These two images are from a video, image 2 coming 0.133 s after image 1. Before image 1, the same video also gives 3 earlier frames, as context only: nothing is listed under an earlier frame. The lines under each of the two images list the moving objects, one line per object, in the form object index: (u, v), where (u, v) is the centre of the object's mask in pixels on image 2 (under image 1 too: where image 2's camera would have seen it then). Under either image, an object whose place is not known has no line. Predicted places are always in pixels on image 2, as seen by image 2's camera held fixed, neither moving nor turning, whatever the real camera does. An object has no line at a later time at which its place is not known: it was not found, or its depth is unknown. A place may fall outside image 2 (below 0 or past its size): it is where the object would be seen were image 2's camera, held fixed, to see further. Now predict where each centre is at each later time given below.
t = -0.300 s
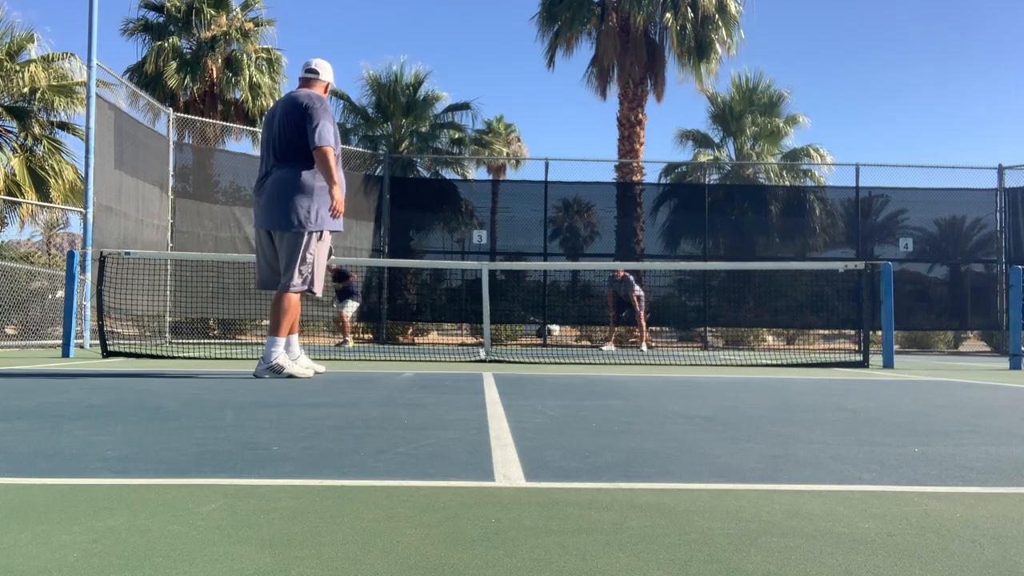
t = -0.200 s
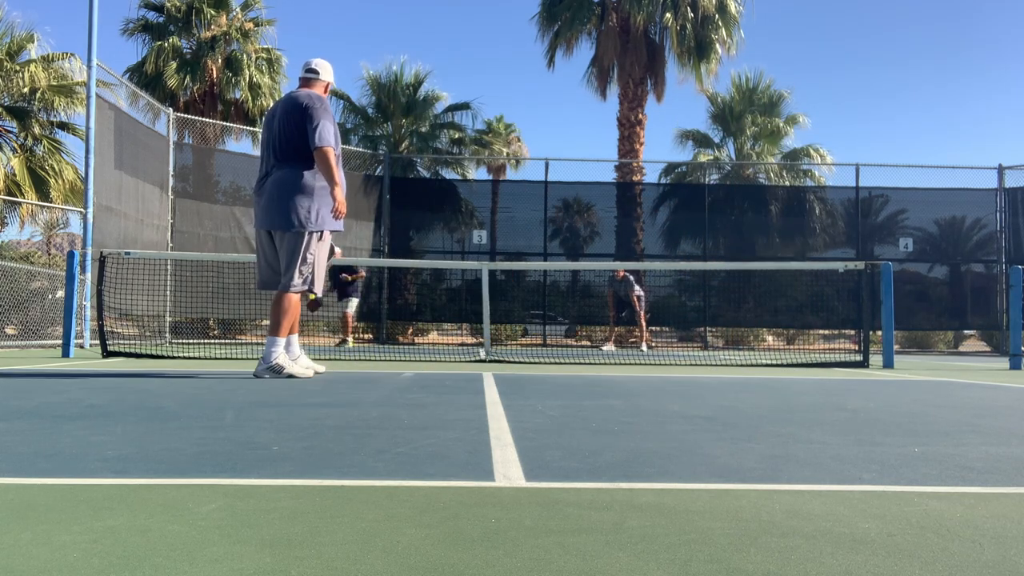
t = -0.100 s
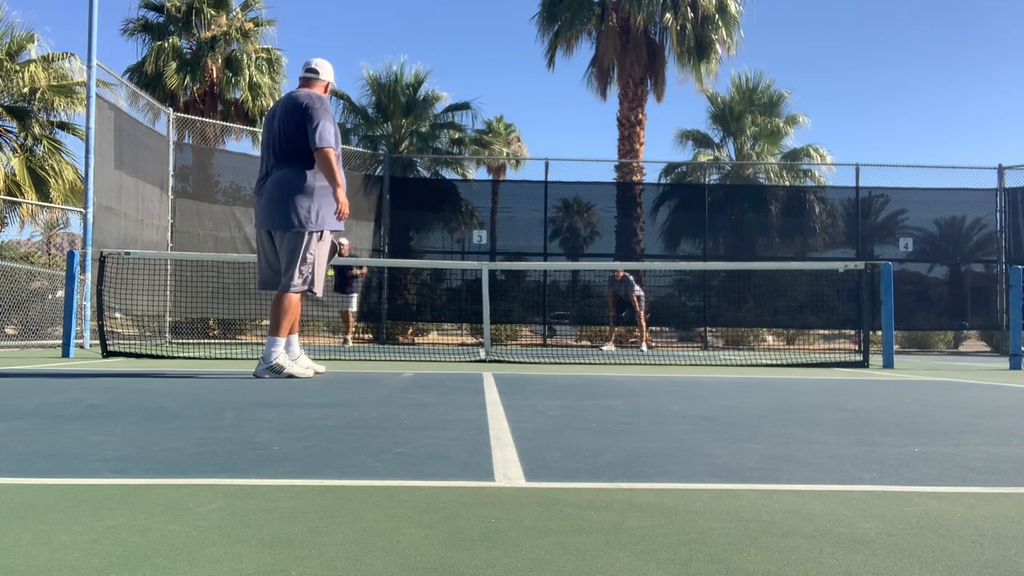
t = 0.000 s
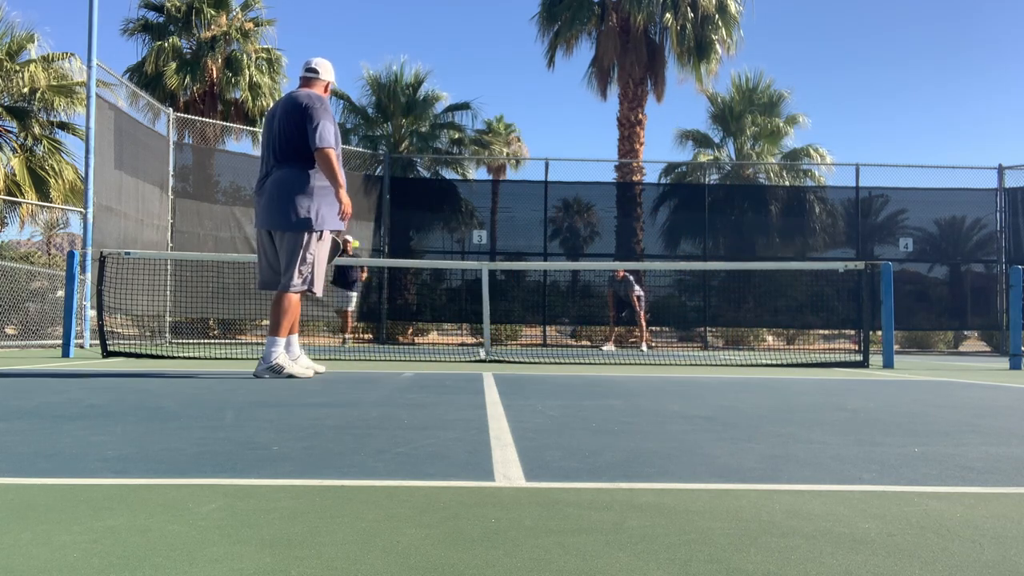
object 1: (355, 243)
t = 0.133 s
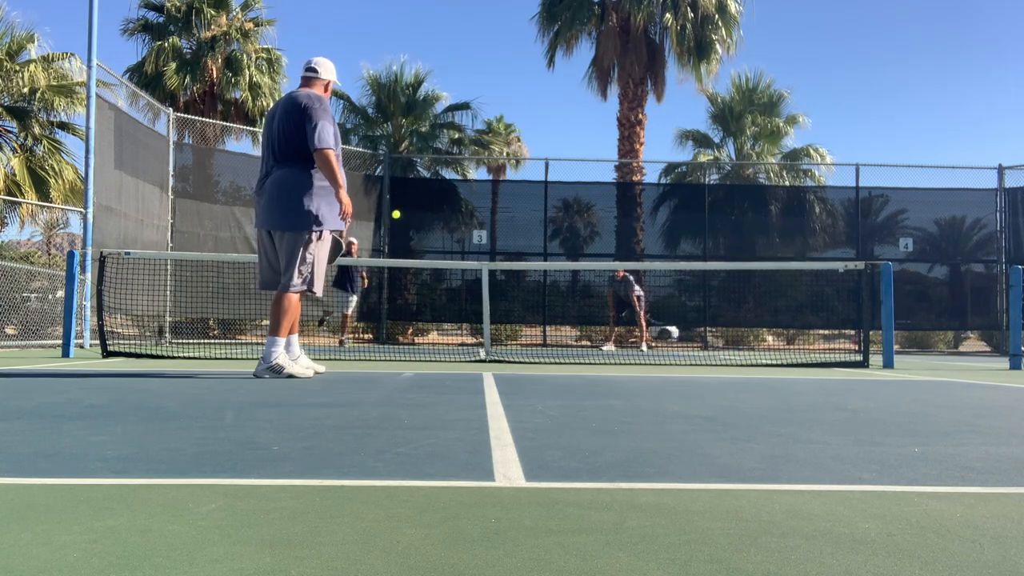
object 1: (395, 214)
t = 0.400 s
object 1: (519, 211)
